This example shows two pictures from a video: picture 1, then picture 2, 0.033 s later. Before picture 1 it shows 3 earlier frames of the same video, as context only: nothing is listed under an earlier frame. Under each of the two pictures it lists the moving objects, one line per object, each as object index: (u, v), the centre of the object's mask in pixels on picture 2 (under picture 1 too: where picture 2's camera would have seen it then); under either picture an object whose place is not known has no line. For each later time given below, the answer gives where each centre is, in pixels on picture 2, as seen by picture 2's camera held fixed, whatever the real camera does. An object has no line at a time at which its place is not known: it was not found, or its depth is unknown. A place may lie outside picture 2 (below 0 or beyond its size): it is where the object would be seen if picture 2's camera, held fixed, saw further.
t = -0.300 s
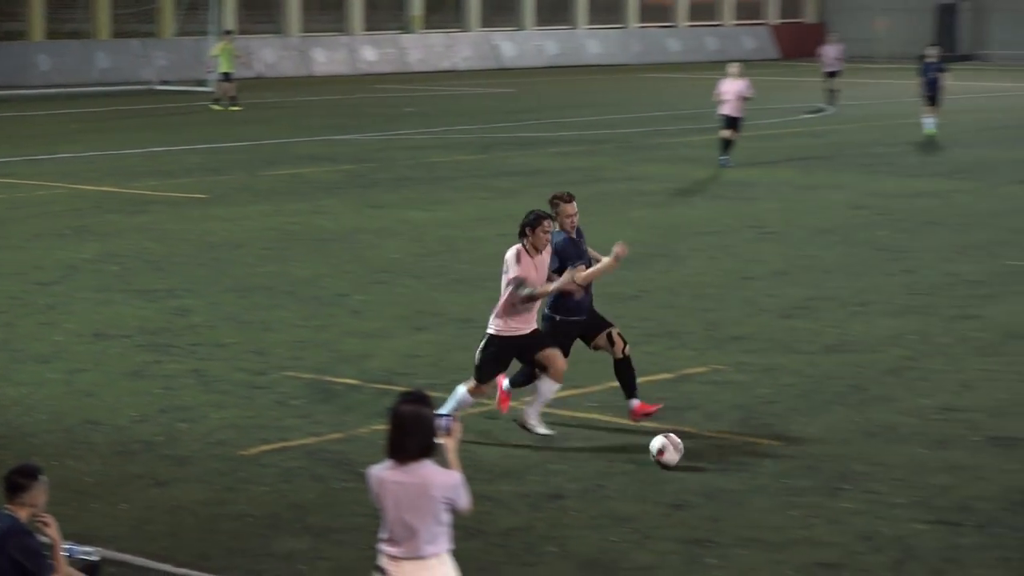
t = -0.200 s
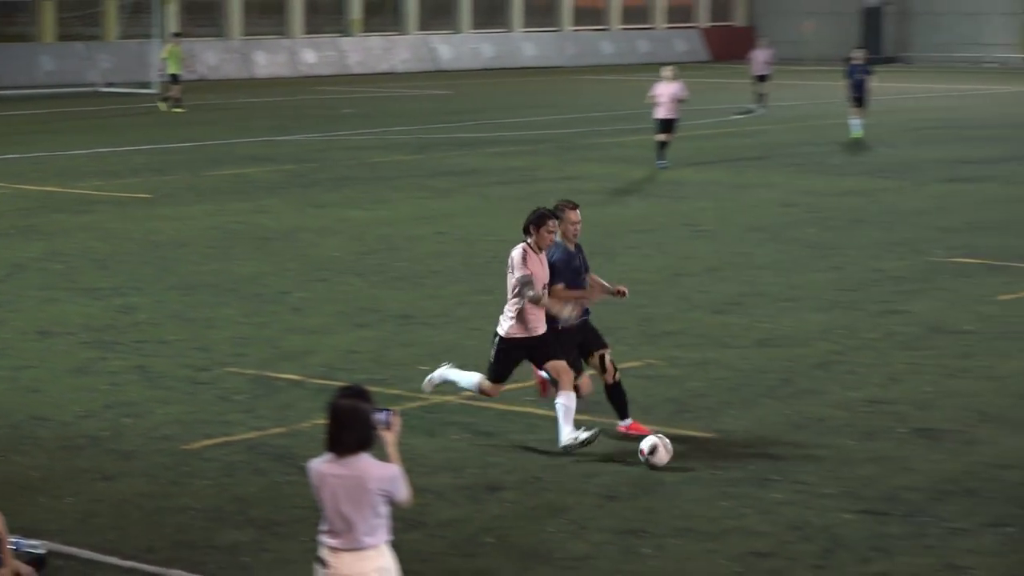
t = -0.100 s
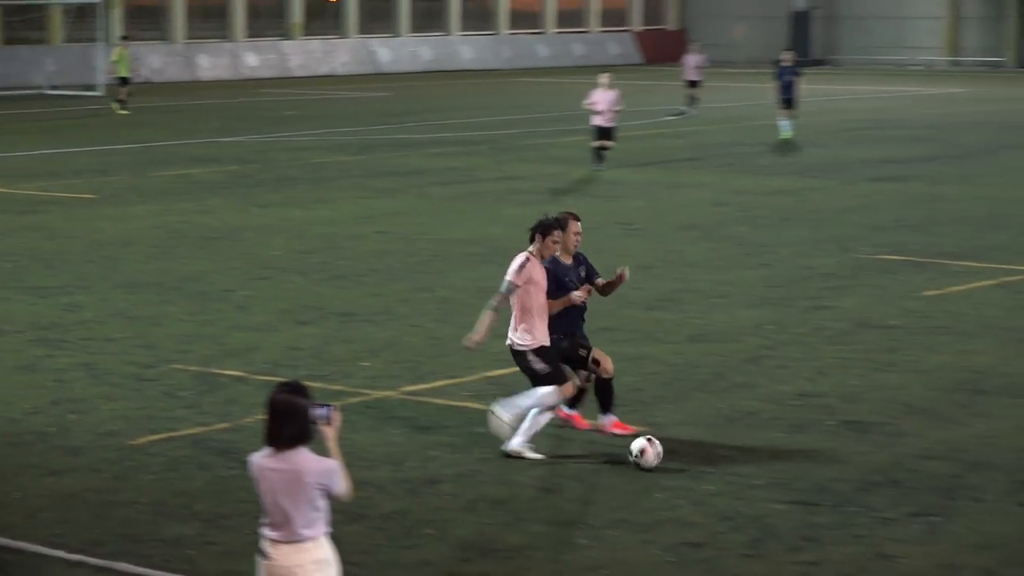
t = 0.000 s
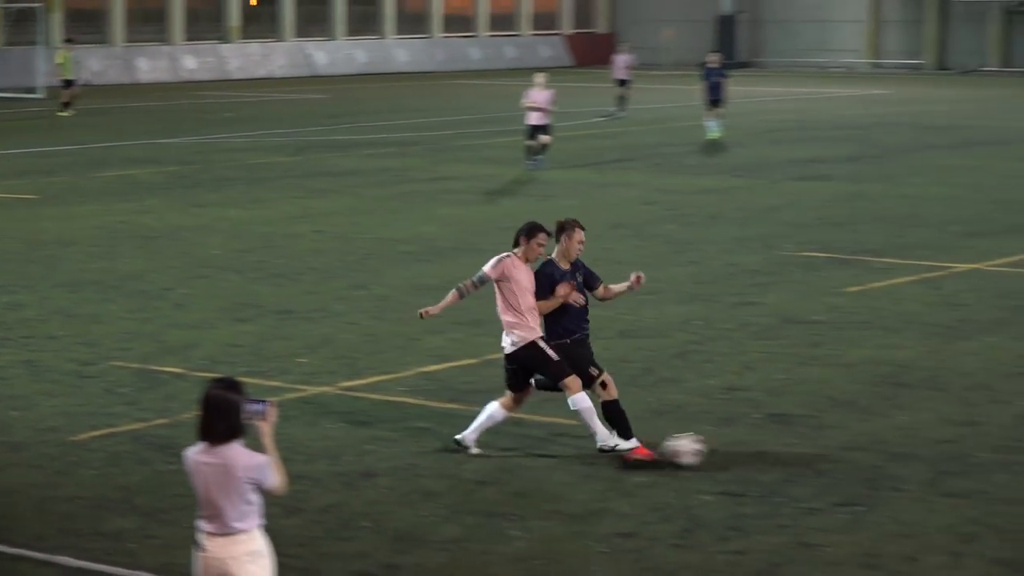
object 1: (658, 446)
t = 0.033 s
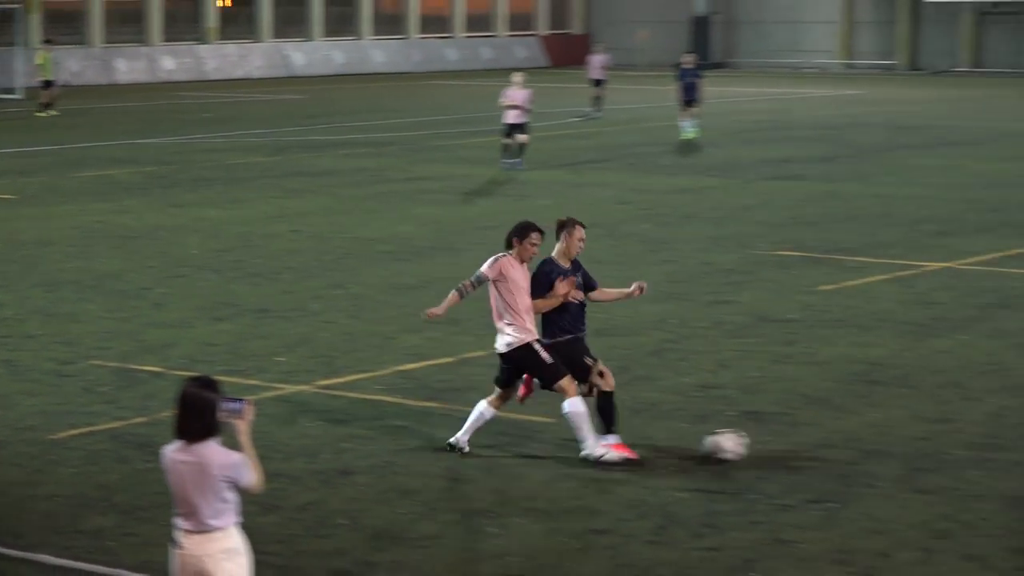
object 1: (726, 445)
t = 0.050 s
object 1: (762, 445)
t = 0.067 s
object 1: (797, 444)
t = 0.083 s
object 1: (829, 445)
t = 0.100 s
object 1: (862, 447)
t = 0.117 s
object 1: (900, 447)
